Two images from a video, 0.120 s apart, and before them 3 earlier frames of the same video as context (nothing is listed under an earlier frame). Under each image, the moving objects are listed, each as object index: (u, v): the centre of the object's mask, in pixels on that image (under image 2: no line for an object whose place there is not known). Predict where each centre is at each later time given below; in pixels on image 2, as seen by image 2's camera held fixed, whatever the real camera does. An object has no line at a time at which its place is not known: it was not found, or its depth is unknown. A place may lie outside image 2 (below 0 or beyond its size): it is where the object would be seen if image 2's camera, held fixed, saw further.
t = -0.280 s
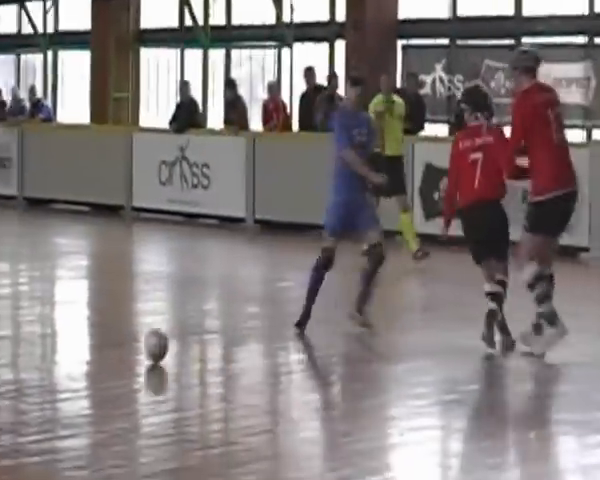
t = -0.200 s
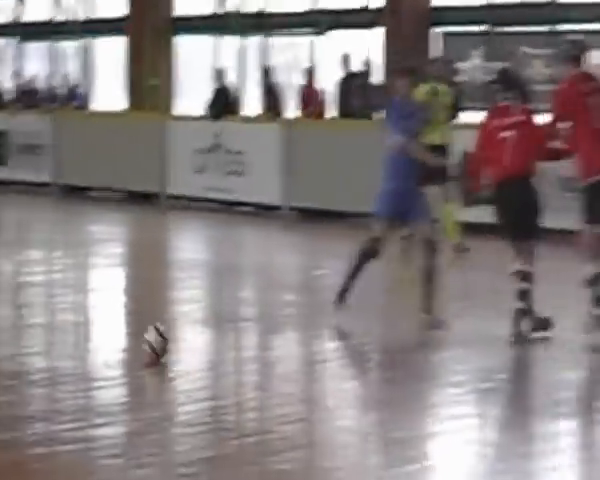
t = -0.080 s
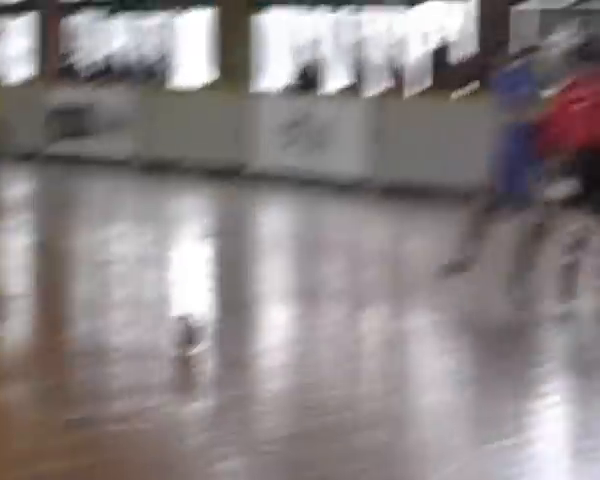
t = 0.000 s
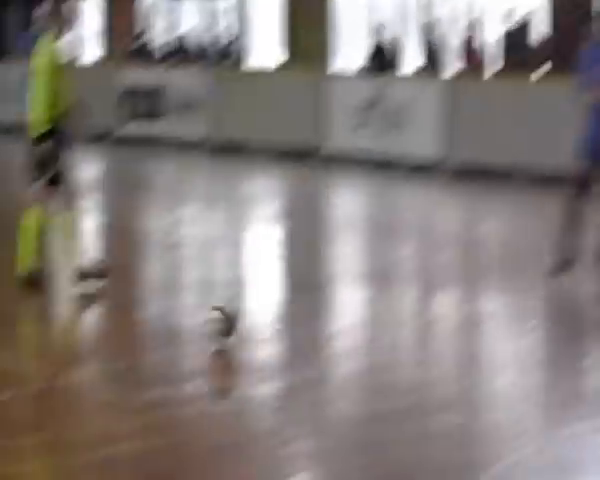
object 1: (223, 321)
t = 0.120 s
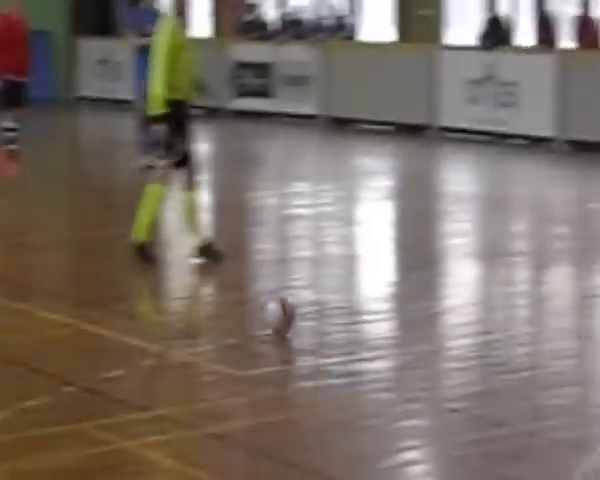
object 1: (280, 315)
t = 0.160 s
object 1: (263, 313)
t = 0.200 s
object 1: (246, 312)
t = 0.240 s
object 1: (227, 319)
